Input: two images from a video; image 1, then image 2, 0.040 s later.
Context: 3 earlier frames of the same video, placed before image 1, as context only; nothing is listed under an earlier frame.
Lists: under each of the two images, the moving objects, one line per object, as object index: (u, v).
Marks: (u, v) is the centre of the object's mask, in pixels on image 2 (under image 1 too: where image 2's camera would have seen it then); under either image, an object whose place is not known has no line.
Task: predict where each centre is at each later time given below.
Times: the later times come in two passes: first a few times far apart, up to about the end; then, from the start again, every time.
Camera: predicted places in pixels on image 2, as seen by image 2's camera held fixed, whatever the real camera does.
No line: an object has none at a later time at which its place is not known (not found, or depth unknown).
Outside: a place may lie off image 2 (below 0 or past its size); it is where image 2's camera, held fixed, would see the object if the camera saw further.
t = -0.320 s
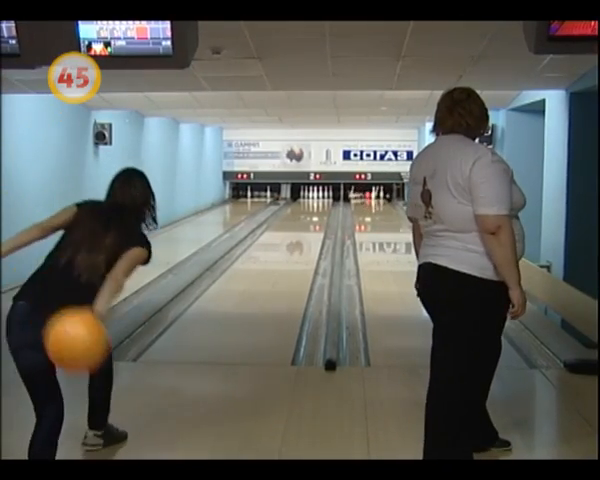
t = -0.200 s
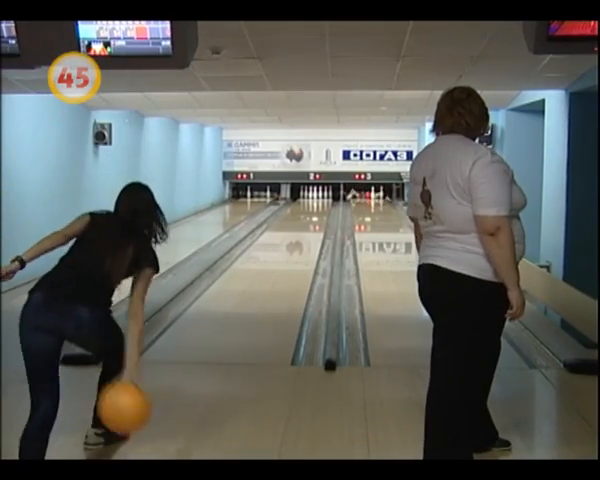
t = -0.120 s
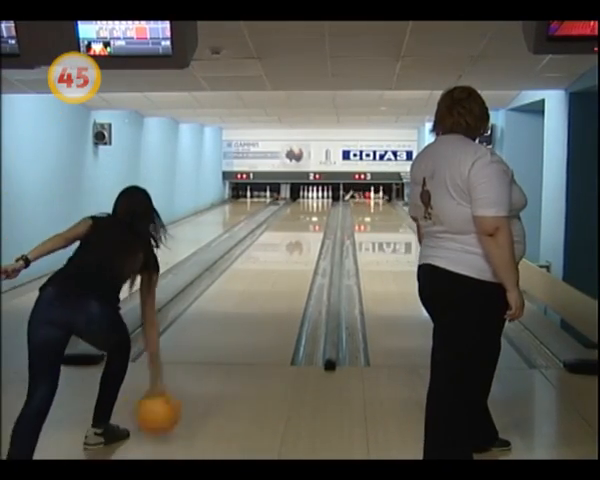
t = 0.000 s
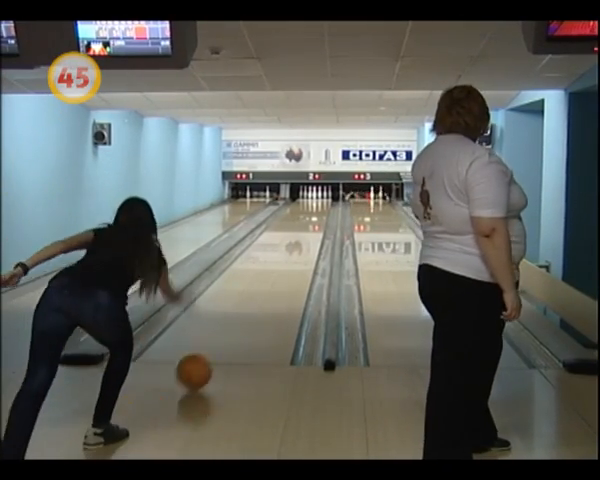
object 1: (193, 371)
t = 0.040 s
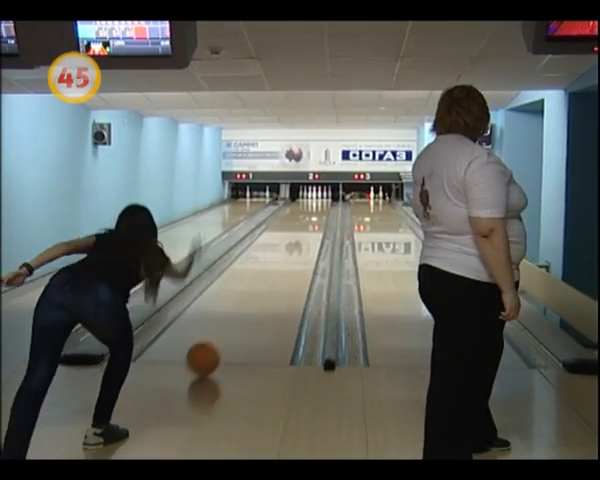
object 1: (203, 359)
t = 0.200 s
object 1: (231, 319)
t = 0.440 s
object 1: (257, 282)
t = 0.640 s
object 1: (270, 263)
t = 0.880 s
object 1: (282, 247)
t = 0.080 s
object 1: (211, 347)
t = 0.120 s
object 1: (219, 337)
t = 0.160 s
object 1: (225, 328)
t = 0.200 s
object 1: (231, 319)
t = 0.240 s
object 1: (236, 312)
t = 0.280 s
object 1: (241, 305)
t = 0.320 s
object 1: (246, 299)
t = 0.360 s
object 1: (250, 293)
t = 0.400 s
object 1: (253, 288)
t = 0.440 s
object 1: (257, 282)
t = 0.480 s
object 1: (260, 278)
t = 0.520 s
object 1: (263, 274)
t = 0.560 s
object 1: (265, 270)
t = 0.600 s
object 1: (268, 266)
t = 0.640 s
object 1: (270, 263)
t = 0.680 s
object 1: (272, 260)
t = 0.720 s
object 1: (275, 257)
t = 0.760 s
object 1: (276, 254)
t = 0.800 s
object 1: (278, 251)
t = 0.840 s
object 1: (280, 248)
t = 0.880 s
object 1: (282, 247)
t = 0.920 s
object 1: (283, 244)
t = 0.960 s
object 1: (284, 242)
